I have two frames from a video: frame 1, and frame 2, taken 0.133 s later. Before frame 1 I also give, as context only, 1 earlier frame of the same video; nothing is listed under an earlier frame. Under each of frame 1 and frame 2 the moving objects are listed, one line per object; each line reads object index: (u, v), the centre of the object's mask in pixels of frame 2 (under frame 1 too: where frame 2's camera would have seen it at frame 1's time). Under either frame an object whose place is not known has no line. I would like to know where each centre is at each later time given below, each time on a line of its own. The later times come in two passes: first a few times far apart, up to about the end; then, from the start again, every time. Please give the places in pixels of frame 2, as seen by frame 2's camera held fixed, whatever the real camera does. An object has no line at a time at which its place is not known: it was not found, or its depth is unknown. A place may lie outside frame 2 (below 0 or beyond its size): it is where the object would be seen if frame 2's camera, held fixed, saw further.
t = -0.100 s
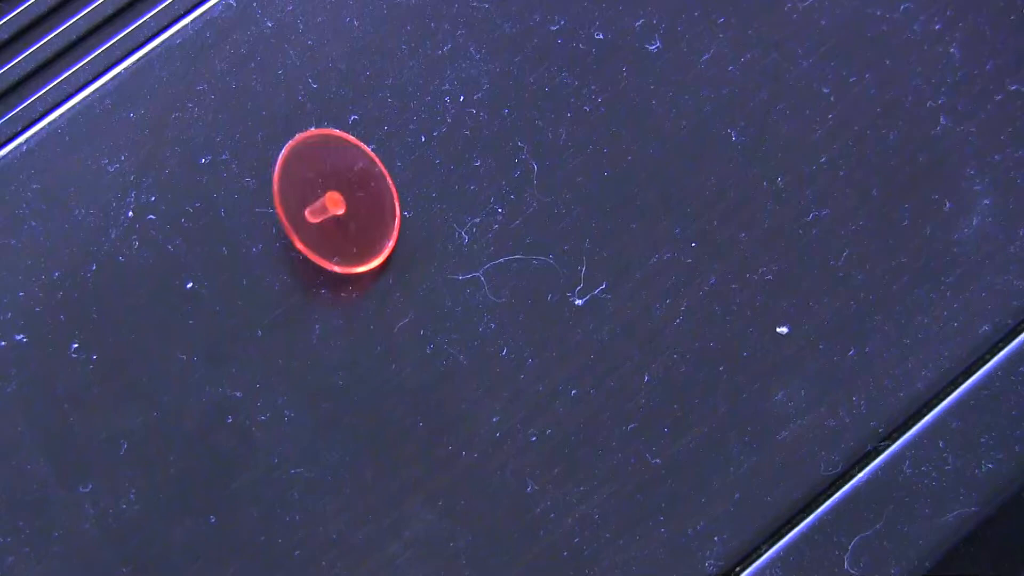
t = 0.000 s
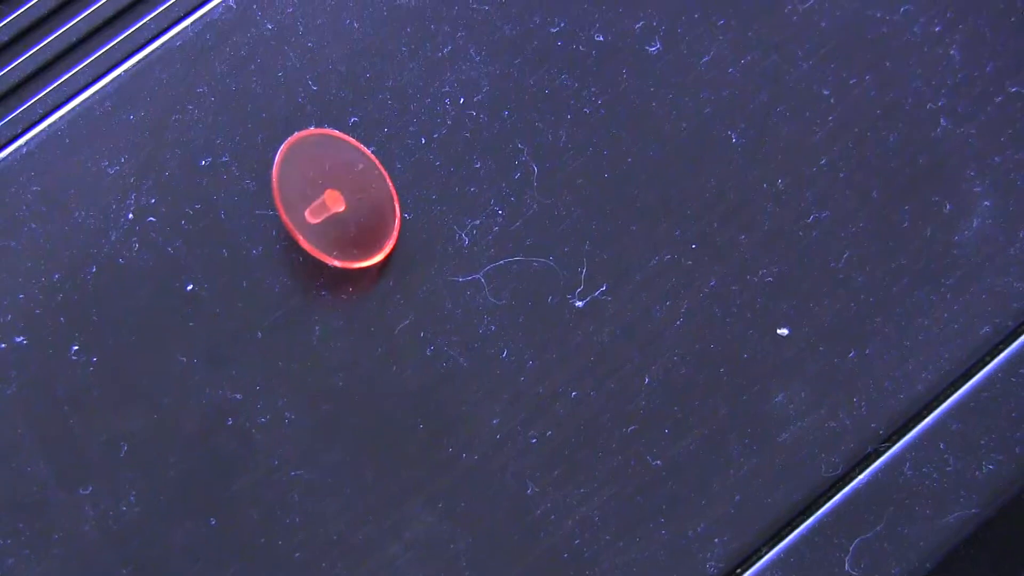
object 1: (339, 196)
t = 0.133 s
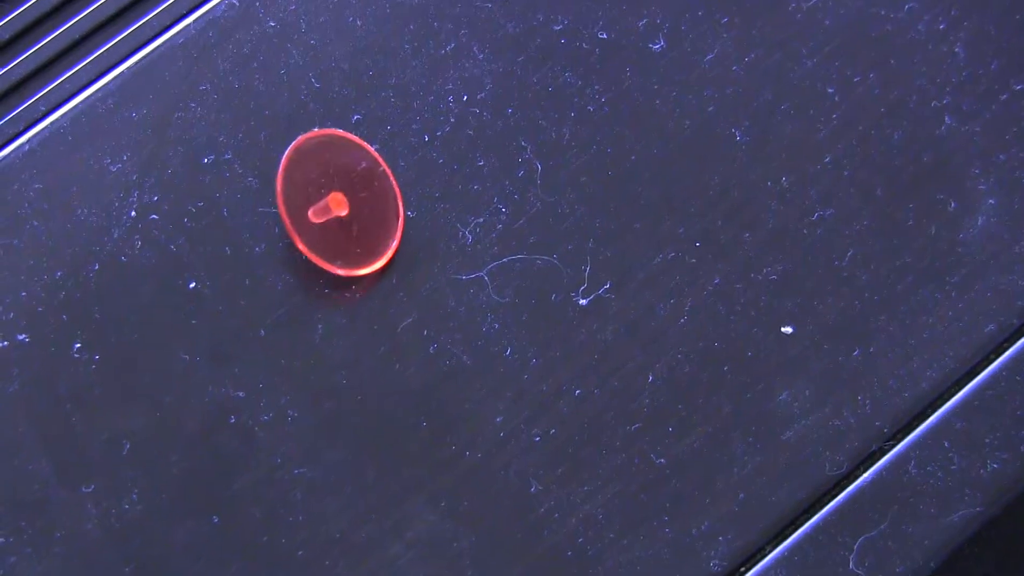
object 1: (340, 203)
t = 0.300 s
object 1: (328, 228)
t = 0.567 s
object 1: (294, 234)
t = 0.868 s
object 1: (319, 233)
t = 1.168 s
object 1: (339, 210)
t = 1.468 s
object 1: (312, 235)
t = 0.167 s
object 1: (339, 207)
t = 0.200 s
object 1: (339, 212)
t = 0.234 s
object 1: (336, 217)
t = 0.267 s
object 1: (333, 223)
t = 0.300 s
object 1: (328, 228)
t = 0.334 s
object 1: (322, 232)
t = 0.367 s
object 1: (316, 234)
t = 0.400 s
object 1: (310, 235)
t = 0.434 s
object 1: (305, 235)
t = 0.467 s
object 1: (300, 235)
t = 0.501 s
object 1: (297, 234)
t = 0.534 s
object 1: (295, 234)
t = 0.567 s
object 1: (294, 234)
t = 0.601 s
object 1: (294, 234)
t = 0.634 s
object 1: (294, 234)
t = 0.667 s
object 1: (295, 234)
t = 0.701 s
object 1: (297, 235)
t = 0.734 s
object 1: (300, 235)
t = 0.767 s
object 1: (304, 236)
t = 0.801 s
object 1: (308, 236)
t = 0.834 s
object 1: (313, 235)
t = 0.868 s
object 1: (319, 233)
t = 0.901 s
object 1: (324, 230)
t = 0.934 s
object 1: (329, 227)
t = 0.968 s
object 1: (333, 222)
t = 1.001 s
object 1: (336, 218)
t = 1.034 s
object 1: (338, 214)
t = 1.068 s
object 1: (339, 210)
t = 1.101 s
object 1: (339, 208)
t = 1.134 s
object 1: (339, 208)
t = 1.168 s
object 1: (339, 210)
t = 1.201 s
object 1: (338, 213)
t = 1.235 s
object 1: (337, 217)
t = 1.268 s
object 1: (335, 221)
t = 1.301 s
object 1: (332, 224)
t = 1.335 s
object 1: (329, 228)
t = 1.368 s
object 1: (324, 231)
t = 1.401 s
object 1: (320, 233)
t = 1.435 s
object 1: (316, 234)
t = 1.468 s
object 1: (312, 235)
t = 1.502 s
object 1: (310, 235)
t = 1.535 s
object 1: (308, 235)
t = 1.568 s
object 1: (308, 235)
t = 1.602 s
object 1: (308, 235)
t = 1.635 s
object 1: (309, 235)
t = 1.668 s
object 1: (311, 235)
